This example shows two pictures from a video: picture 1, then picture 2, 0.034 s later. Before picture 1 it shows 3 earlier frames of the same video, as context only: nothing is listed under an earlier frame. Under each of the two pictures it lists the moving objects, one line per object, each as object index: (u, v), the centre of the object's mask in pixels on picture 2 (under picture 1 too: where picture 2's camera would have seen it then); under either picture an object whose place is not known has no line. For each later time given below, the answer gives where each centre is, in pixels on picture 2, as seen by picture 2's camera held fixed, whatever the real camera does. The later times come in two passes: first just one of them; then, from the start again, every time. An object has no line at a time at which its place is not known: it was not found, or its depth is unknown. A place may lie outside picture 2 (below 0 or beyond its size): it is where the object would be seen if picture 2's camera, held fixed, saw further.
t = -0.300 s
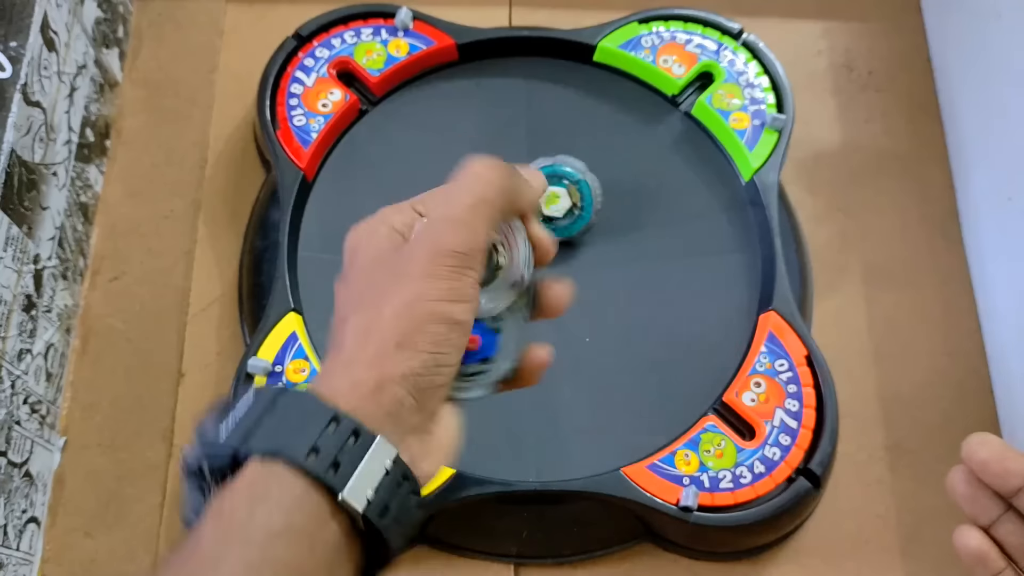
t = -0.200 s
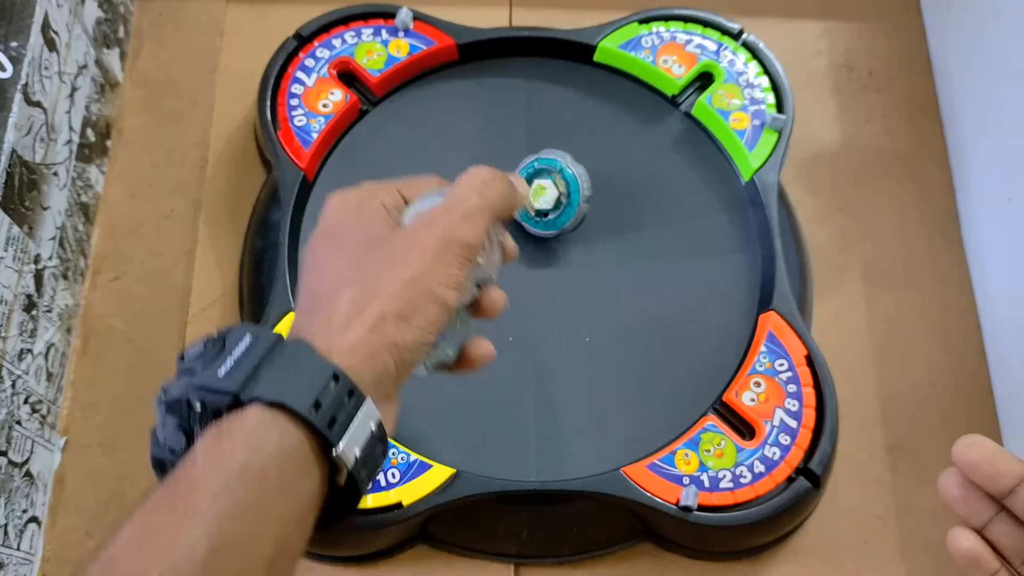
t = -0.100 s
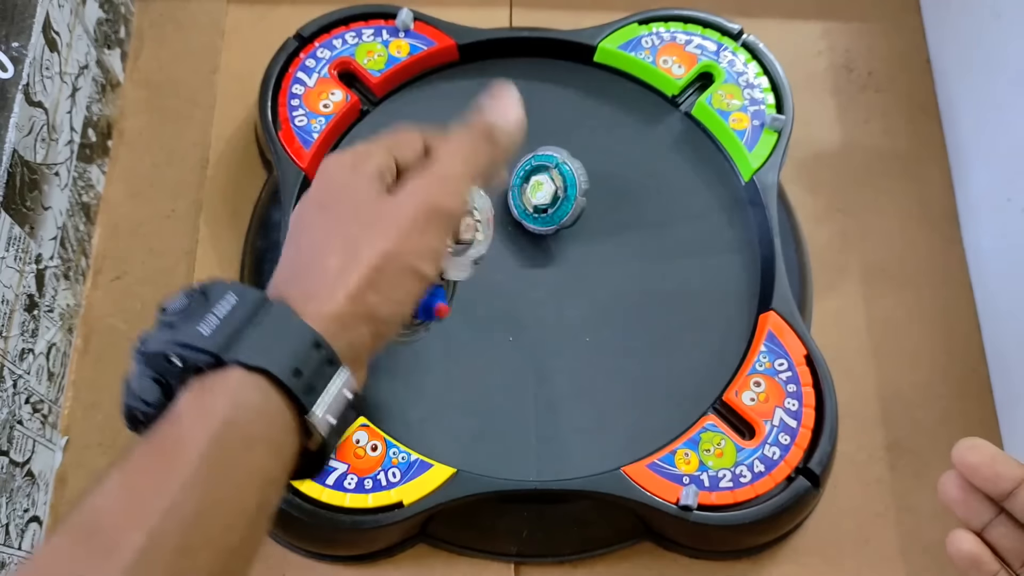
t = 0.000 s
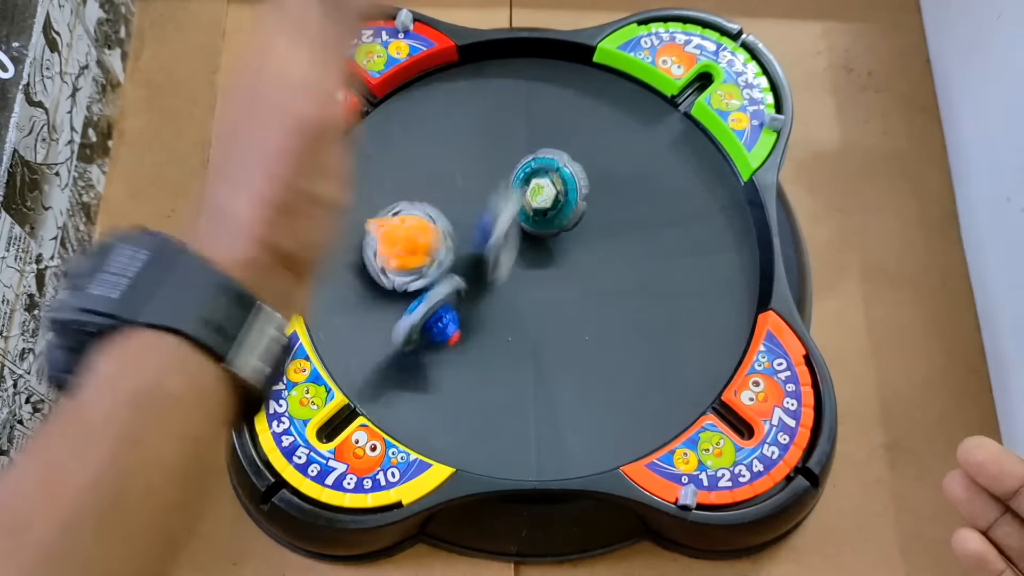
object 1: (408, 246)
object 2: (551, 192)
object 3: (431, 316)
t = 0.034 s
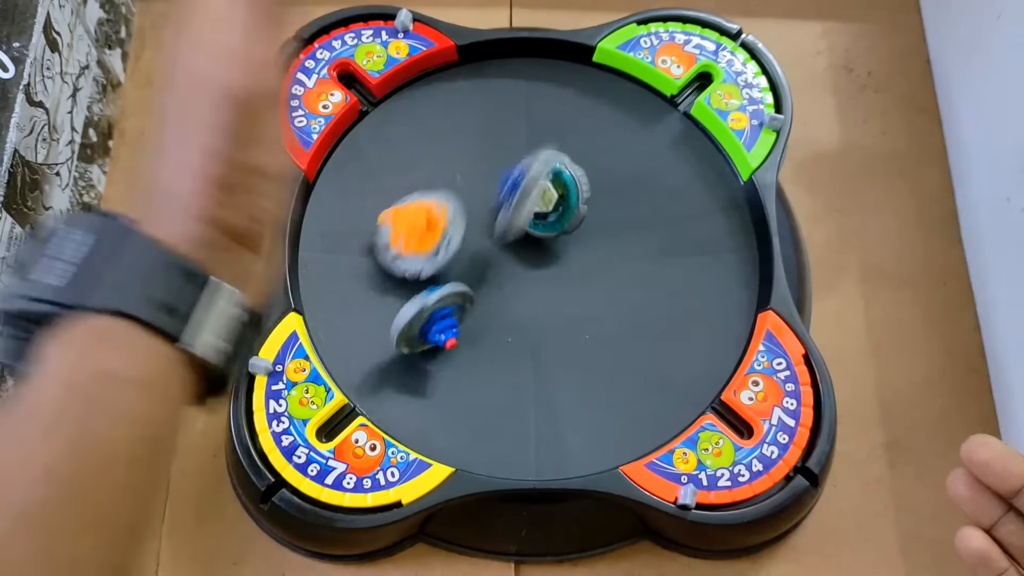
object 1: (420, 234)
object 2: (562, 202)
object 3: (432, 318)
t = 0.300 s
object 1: (488, 178)
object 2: (568, 202)
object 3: (475, 277)
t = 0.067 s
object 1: (431, 216)
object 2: (558, 203)
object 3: (438, 314)
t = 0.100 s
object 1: (445, 205)
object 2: (556, 201)
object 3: (446, 305)
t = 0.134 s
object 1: (460, 206)
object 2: (556, 198)
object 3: (454, 292)
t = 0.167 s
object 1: (473, 203)
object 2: (556, 197)
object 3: (461, 281)
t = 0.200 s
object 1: (477, 193)
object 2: (562, 198)
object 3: (464, 278)
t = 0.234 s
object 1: (481, 187)
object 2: (565, 199)
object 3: (467, 279)
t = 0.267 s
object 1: (486, 181)
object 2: (567, 200)
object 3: (472, 278)
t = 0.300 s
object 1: (488, 178)
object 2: (568, 202)
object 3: (475, 277)
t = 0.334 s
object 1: (488, 179)
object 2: (568, 205)
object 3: (479, 277)
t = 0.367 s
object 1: (487, 180)
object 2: (568, 208)
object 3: (482, 276)
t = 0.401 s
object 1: (489, 183)
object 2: (568, 213)
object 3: (485, 276)
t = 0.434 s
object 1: (490, 185)
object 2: (566, 224)
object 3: (486, 275)
